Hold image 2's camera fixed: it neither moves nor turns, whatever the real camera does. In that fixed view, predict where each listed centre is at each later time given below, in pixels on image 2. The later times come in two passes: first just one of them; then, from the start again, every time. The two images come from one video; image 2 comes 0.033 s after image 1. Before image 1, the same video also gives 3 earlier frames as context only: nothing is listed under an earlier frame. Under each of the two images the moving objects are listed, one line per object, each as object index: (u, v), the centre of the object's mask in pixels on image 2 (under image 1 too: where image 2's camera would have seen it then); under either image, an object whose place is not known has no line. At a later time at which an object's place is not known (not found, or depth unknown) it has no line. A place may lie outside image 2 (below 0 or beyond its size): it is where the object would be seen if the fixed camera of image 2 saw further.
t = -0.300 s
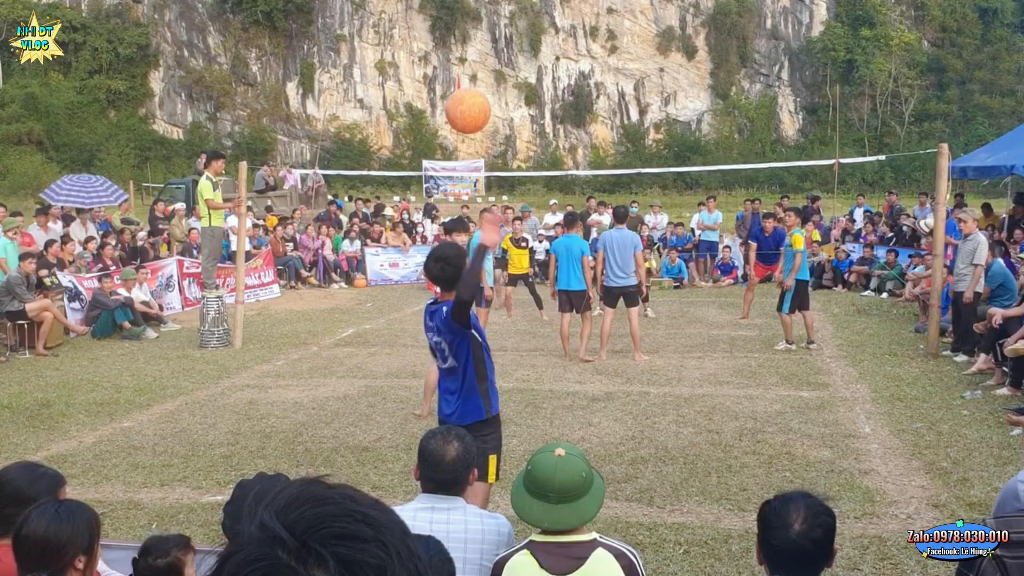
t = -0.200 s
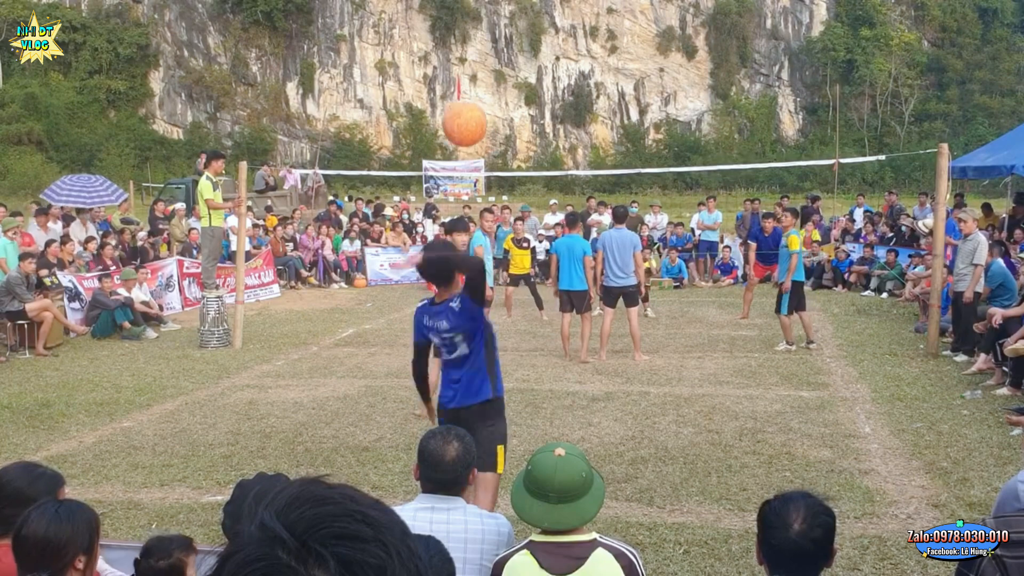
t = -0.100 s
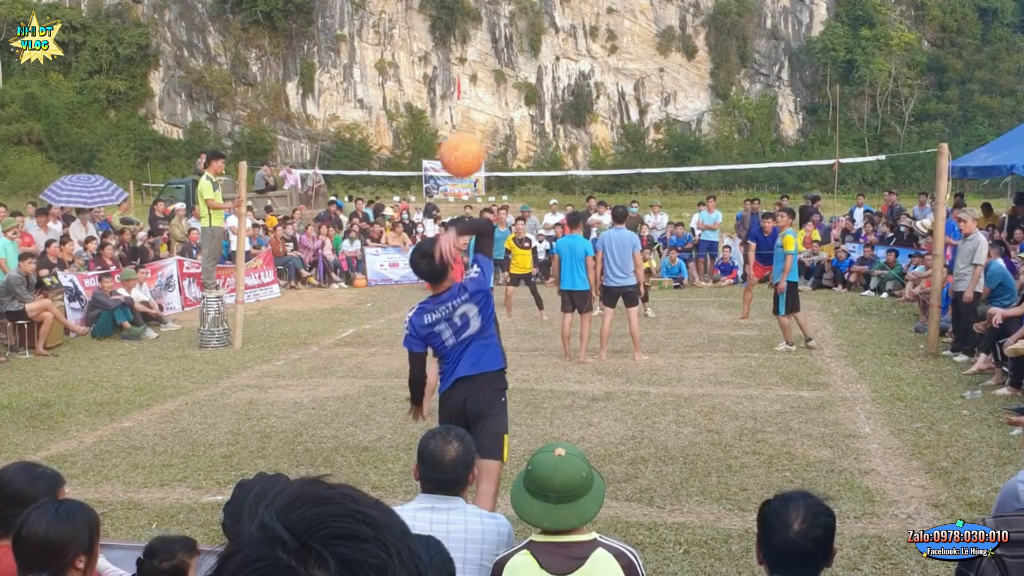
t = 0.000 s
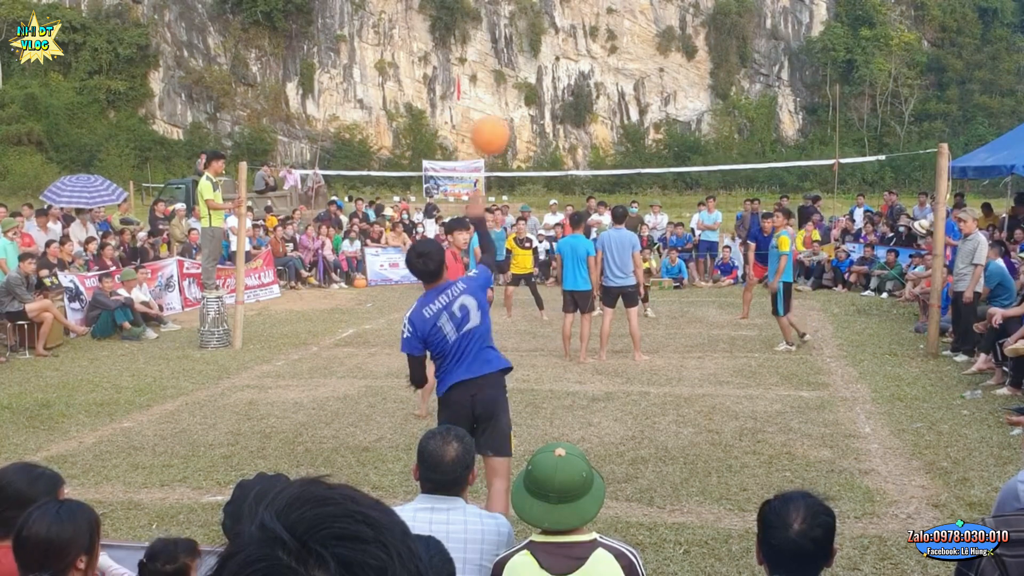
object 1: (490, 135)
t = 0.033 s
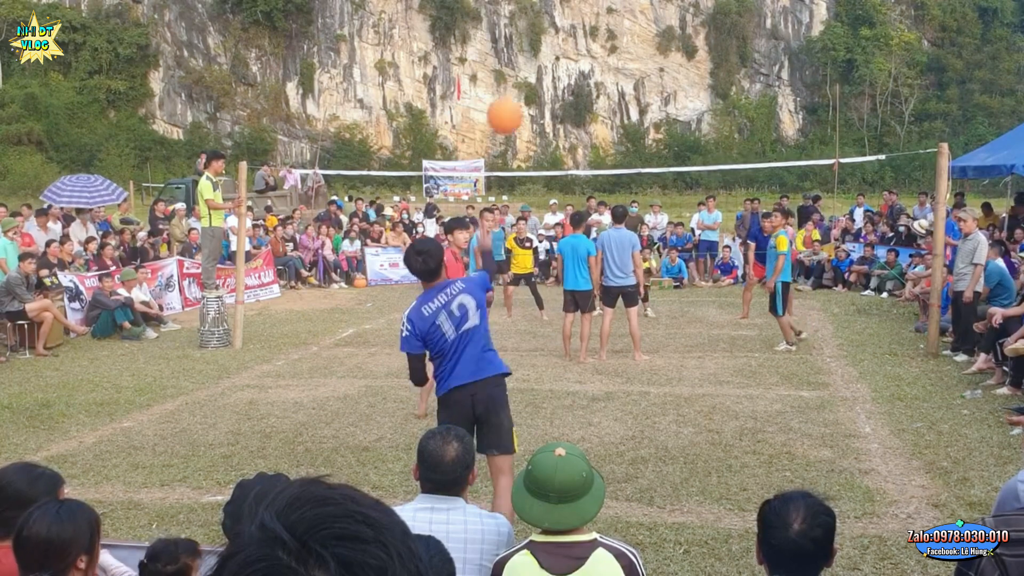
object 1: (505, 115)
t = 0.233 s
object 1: (550, 77)
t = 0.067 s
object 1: (517, 100)
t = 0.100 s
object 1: (526, 91)
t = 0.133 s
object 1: (534, 85)
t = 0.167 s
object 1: (540, 81)
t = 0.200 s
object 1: (545, 78)
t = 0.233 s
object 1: (550, 77)
